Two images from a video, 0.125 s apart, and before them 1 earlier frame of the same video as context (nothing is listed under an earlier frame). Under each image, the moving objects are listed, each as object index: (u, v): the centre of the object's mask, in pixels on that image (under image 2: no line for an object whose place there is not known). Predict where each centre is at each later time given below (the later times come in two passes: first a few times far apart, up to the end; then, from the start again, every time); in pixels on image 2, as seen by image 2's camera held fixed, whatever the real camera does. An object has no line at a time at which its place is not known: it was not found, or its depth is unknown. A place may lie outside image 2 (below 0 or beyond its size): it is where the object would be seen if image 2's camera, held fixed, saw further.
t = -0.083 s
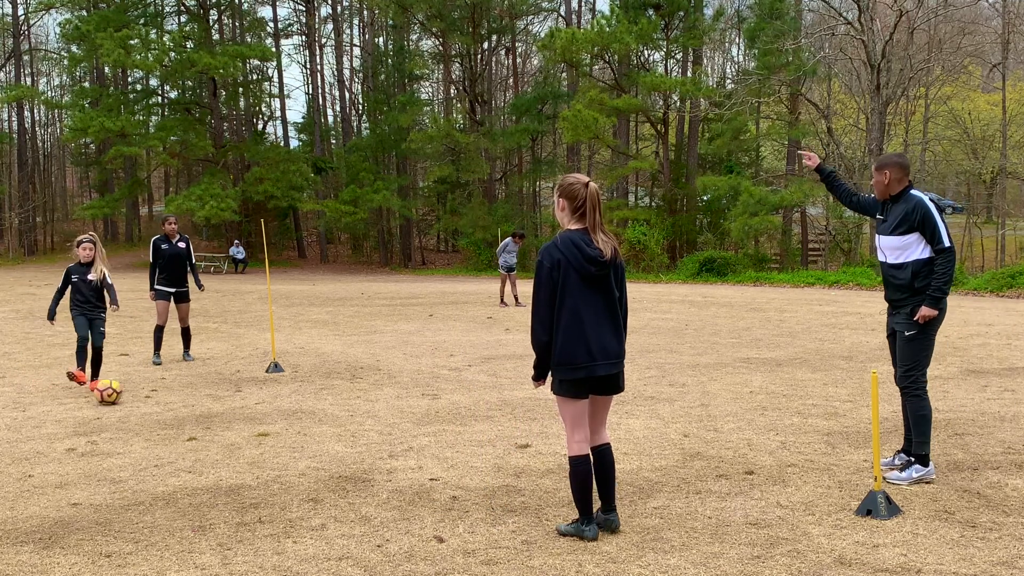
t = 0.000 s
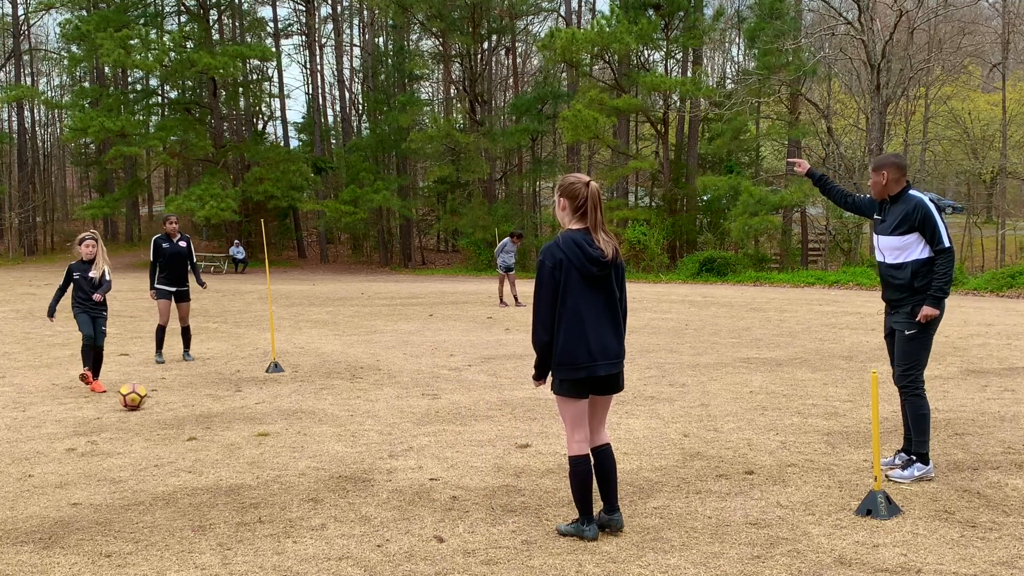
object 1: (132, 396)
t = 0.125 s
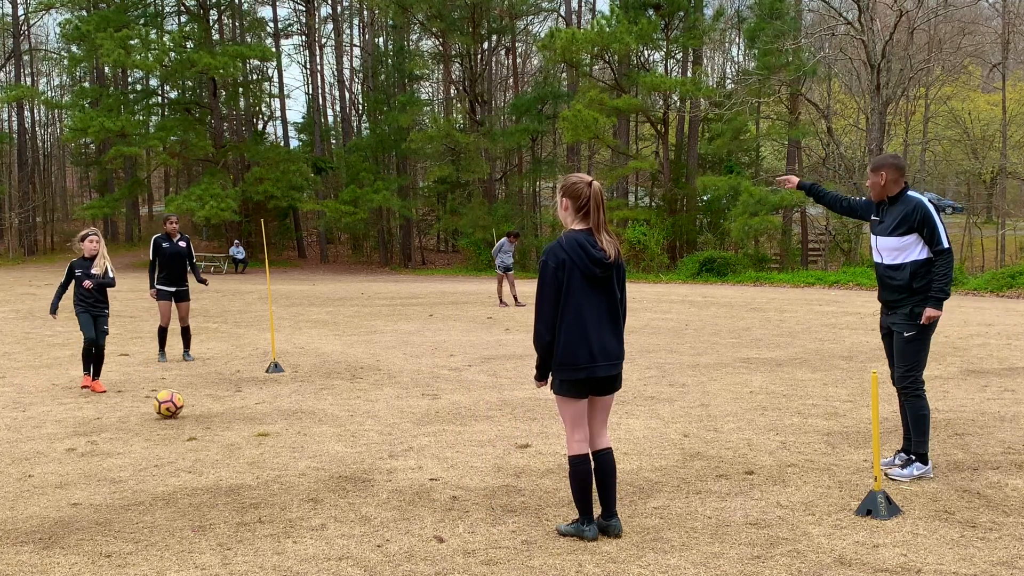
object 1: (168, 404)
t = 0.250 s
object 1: (202, 412)
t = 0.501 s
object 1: (270, 426)
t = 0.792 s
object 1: (362, 447)
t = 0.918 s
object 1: (406, 456)
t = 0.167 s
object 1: (180, 407)
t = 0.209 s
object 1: (191, 409)
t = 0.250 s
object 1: (202, 412)
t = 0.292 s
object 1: (213, 414)
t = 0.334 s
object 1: (224, 416)
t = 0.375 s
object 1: (235, 419)
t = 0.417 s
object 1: (246, 420)
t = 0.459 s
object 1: (258, 424)
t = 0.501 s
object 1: (270, 426)
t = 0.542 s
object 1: (282, 429)
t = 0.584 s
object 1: (295, 432)
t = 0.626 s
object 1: (308, 434)
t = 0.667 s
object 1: (320, 437)
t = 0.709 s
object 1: (334, 441)
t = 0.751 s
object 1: (348, 444)
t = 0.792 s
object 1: (362, 447)
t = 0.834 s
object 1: (376, 450)
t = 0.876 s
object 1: (391, 454)
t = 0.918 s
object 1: (406, 456)
